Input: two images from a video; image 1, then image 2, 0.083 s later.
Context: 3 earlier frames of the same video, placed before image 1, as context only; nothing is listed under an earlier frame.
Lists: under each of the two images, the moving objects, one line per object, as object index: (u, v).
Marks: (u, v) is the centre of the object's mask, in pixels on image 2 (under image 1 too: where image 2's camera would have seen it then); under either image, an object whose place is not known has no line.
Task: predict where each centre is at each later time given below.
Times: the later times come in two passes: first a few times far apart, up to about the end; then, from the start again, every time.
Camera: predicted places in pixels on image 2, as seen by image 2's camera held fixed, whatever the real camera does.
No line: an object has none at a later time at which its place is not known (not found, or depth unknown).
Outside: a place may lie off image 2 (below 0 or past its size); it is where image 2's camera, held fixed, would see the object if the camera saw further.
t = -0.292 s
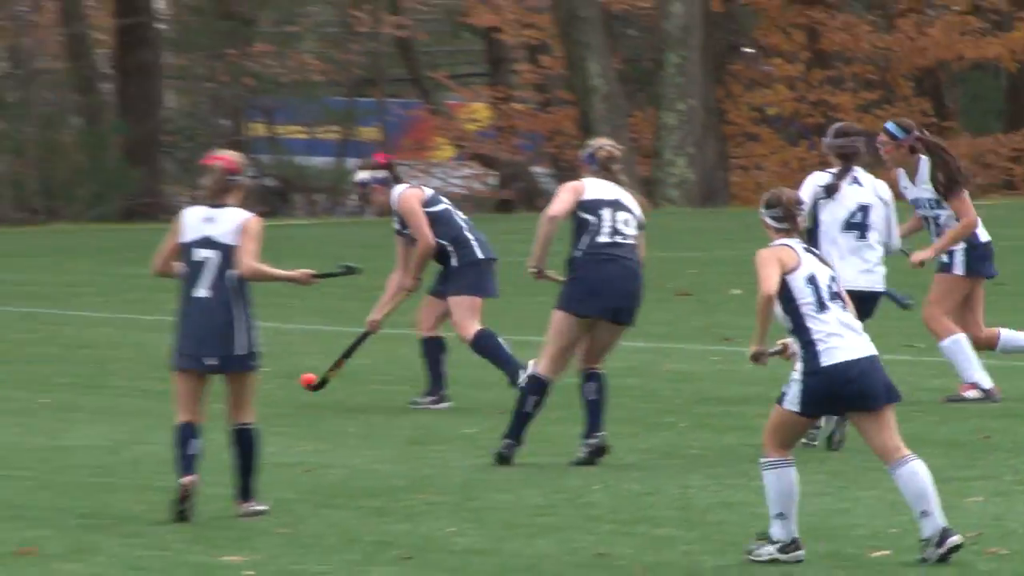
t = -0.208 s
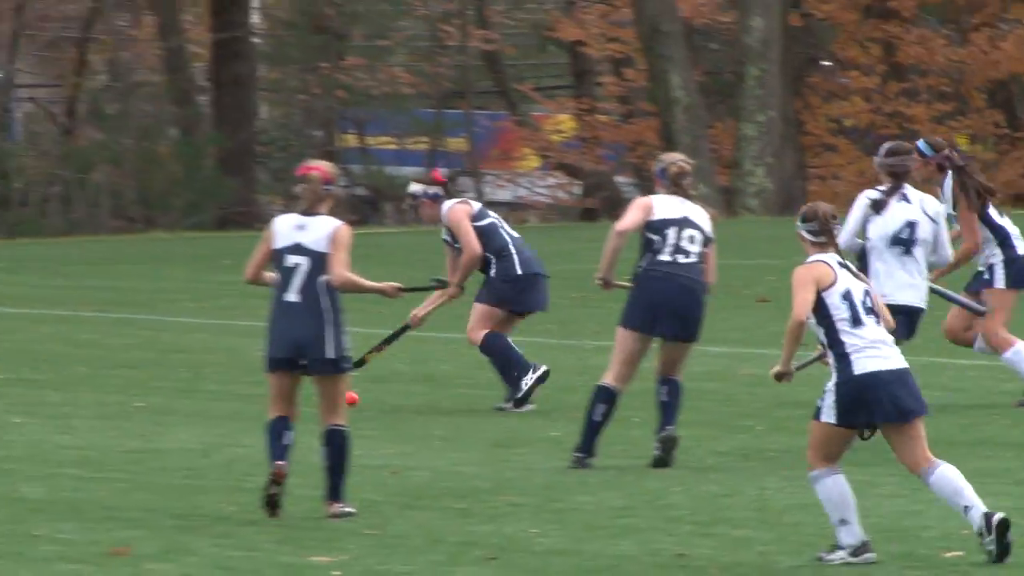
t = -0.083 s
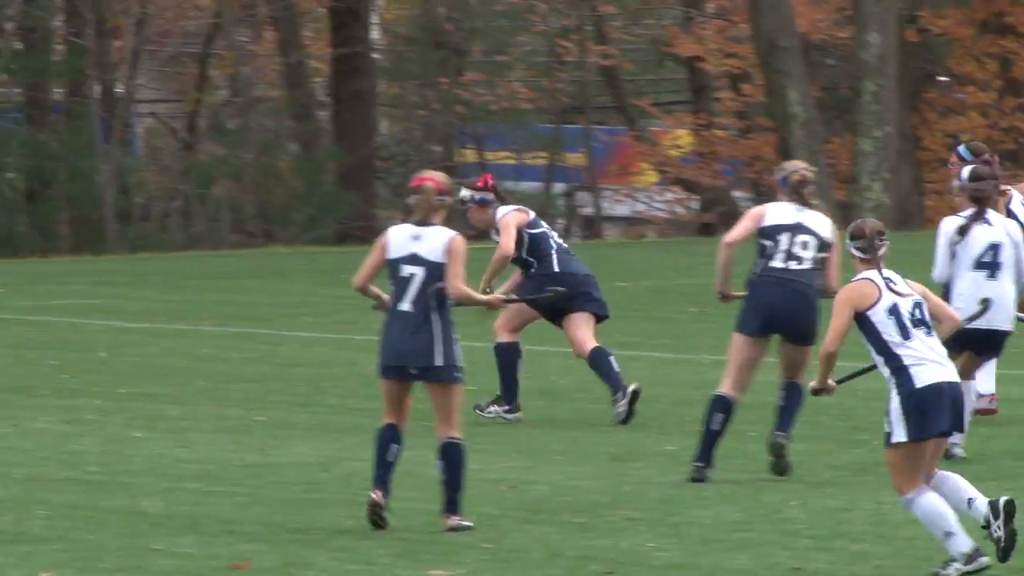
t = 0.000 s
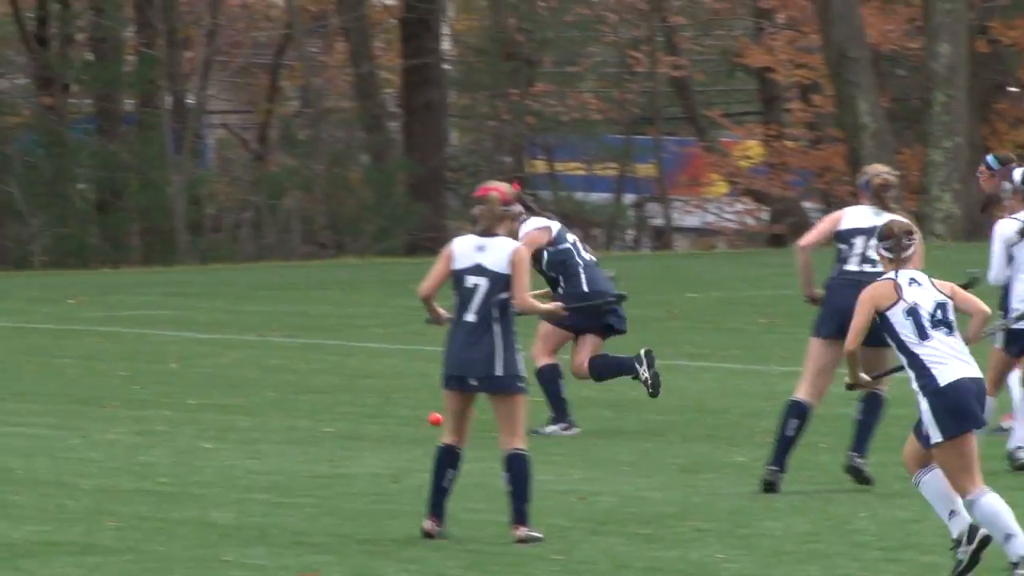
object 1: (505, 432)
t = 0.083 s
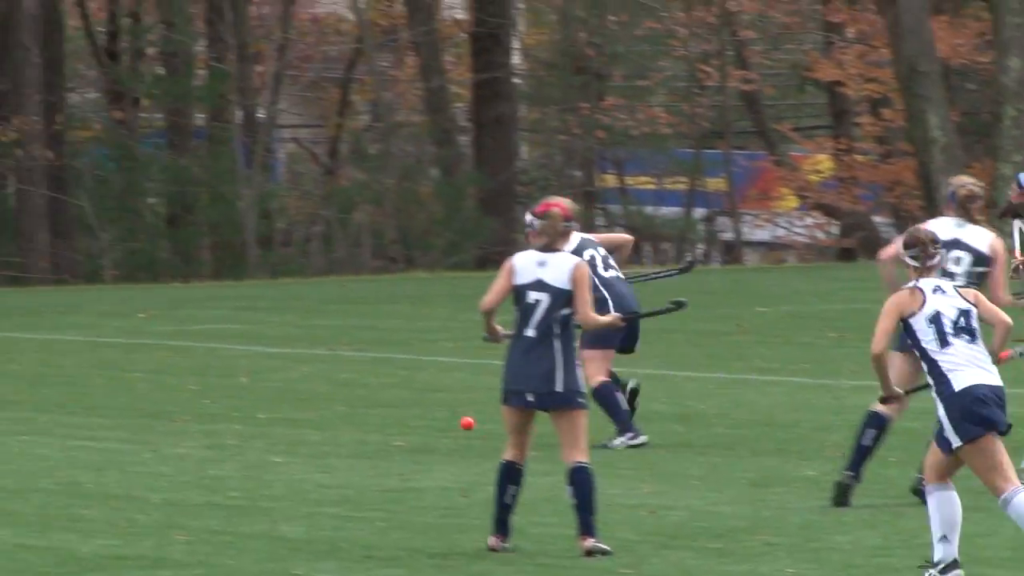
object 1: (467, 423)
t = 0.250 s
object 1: (392, 429)
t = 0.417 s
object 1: (331, 424)
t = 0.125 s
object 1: (452, 421)
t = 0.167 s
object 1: (429, 421)
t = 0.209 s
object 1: (414, 423)
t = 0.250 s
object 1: (392, 429)
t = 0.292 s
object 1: (377, 425)
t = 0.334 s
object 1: (356, 423)
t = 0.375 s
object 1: (342, 424)
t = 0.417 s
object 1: (331, 424)
